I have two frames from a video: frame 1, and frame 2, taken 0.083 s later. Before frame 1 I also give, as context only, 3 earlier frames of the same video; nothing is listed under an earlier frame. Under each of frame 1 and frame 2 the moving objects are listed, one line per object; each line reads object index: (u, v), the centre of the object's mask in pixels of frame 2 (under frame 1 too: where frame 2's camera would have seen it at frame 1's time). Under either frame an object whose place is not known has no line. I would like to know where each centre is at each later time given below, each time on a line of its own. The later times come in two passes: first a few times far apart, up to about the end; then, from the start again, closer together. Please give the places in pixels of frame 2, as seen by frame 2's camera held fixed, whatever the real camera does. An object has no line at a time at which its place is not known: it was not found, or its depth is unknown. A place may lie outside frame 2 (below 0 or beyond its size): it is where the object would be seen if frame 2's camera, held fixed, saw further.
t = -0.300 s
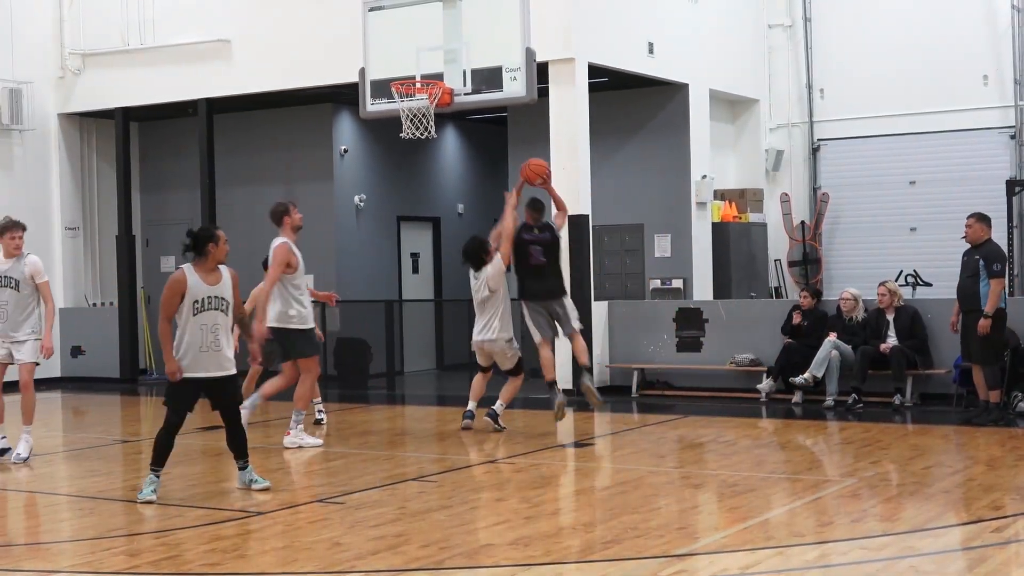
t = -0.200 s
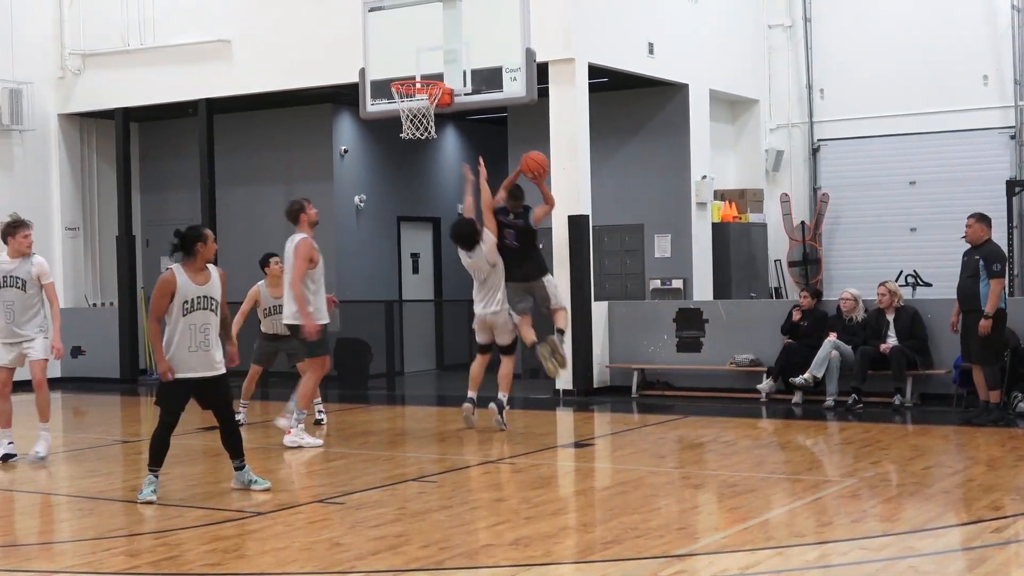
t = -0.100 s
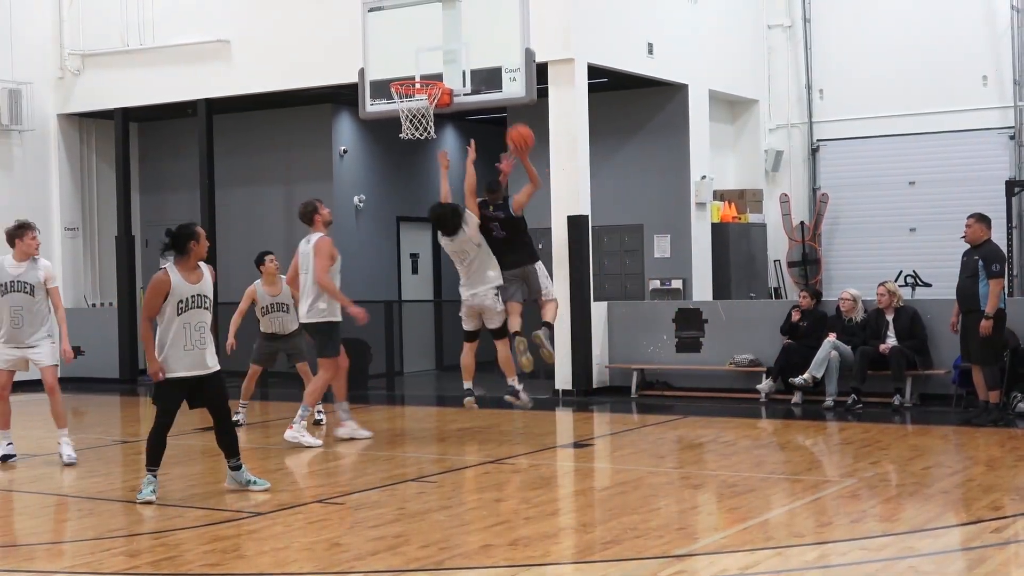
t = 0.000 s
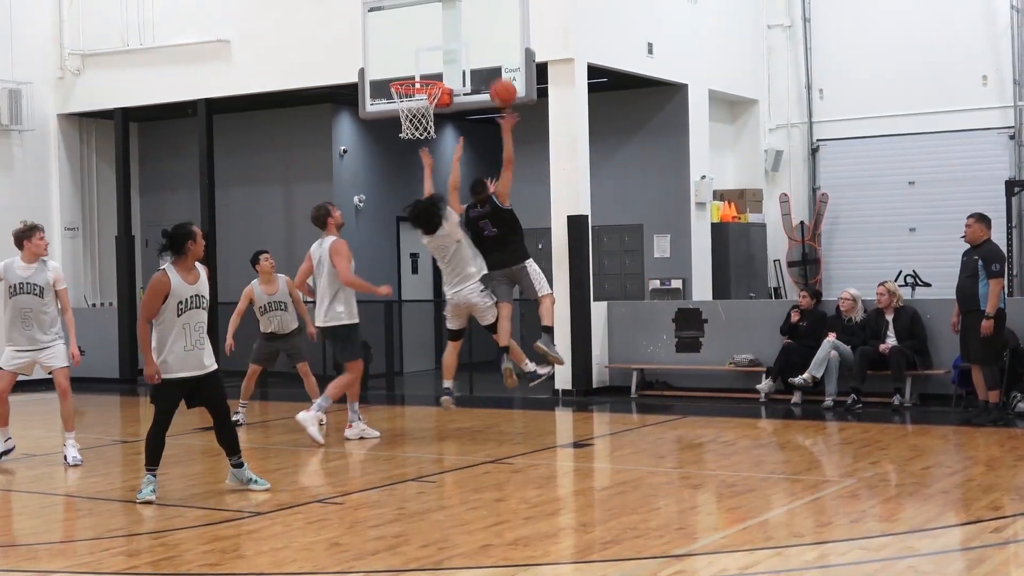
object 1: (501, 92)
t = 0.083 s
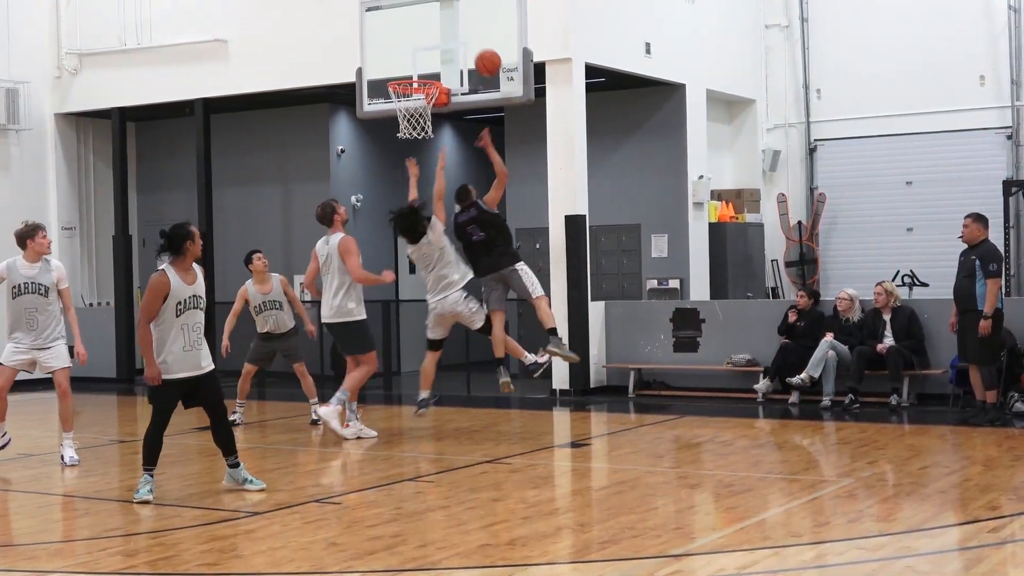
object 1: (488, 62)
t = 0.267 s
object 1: (458, 34)
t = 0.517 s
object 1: (415, 64)
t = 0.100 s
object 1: (485, 58)
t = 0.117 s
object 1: (483, 53)
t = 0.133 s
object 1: (480, 49)
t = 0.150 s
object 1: (478, 45)
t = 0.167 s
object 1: (475, 41)
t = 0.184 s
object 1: (472, 40)
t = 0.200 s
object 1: (470, 38)
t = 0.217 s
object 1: (466, 37)
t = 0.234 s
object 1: (463, 36)
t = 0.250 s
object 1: (461, 35)
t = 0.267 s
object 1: (458, 34)
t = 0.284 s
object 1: (455, 34)
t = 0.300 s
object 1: (451, 34)
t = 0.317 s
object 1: (447, 35)
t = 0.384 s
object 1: (436, 40)
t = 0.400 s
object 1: (433, 41)
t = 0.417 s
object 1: (430, 44)
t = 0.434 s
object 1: (428, 46)
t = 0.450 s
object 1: (425, 49)
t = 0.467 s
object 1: (423, 52)
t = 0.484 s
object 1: (420, 56)
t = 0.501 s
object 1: (417, 59)
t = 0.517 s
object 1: (415, 64)
